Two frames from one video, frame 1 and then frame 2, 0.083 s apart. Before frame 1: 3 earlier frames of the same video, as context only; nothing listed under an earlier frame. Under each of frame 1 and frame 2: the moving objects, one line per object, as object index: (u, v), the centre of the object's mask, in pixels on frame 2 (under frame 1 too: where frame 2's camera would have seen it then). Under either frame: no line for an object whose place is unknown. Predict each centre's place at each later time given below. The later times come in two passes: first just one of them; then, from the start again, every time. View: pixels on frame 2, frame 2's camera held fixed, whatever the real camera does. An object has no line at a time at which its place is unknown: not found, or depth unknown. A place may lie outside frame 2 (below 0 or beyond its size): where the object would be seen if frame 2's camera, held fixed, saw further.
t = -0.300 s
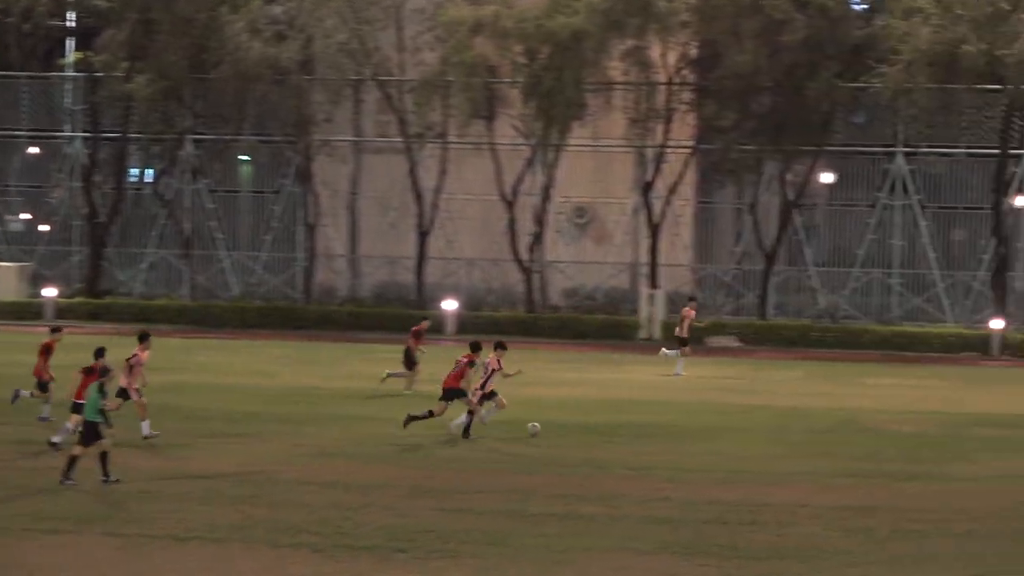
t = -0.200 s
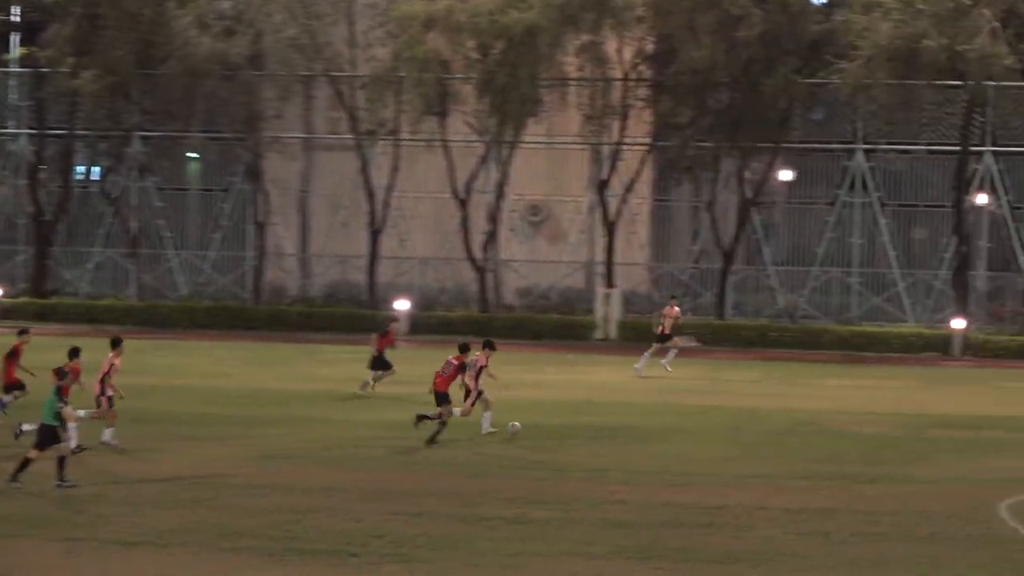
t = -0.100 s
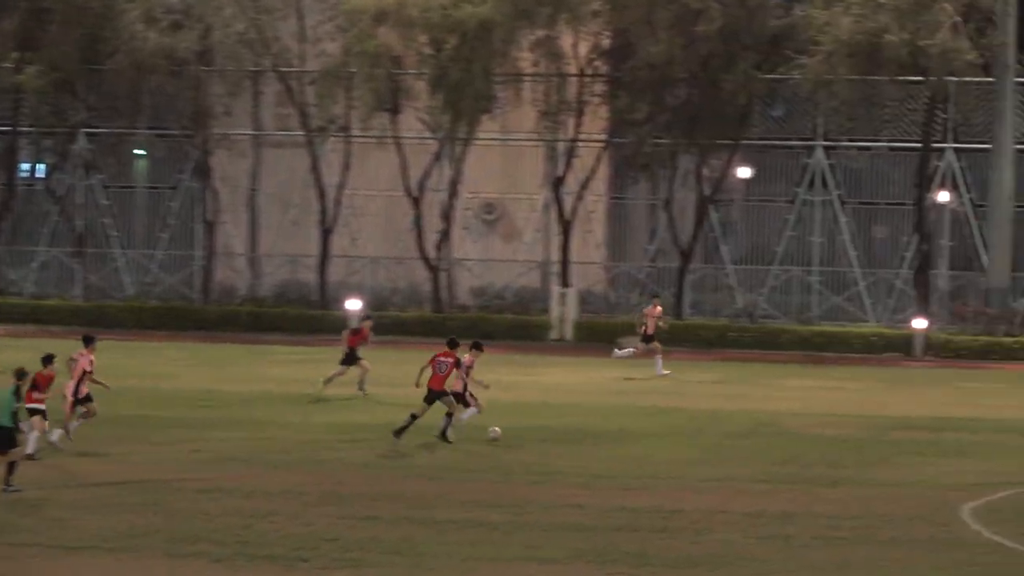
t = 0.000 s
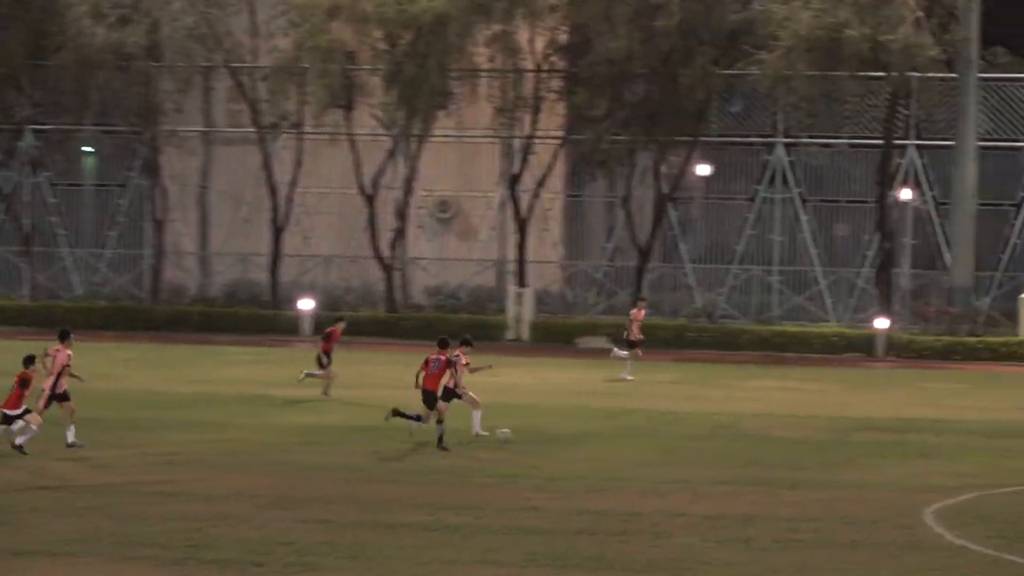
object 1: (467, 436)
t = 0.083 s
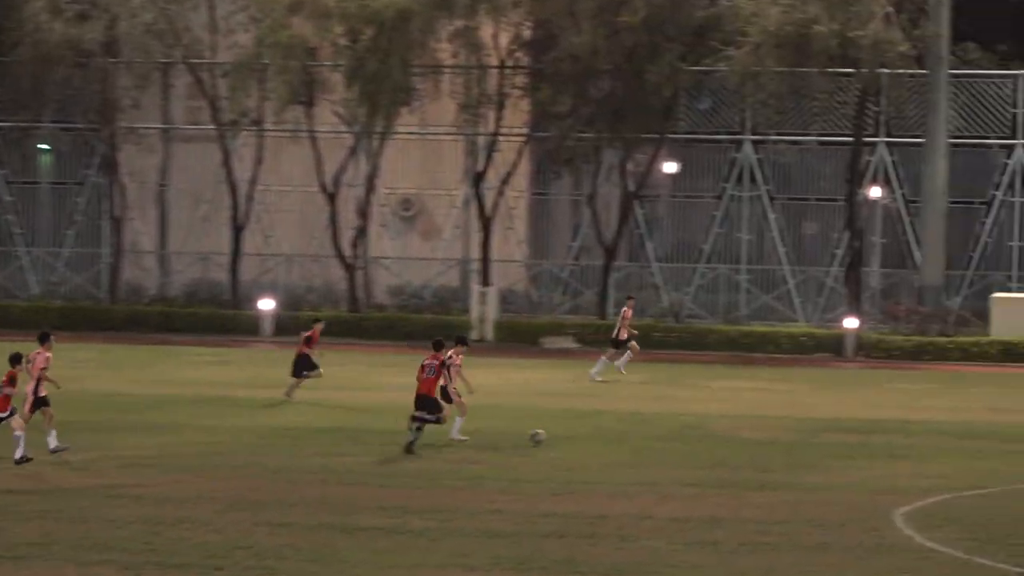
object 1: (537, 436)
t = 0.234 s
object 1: (656, 439)
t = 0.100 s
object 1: (551, 436)
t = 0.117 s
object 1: (564, 436)
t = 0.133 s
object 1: (579, 436)
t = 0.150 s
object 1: (592, 437)
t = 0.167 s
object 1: (606, 438)
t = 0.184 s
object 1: (619, 438)
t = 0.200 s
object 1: (633, 439)
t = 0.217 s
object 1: (645, 440)
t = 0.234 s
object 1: (656, 439)
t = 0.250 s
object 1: (667, 438)
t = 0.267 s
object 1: (679, 437)
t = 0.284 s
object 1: (691, 437)
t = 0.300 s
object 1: (703, 437)
